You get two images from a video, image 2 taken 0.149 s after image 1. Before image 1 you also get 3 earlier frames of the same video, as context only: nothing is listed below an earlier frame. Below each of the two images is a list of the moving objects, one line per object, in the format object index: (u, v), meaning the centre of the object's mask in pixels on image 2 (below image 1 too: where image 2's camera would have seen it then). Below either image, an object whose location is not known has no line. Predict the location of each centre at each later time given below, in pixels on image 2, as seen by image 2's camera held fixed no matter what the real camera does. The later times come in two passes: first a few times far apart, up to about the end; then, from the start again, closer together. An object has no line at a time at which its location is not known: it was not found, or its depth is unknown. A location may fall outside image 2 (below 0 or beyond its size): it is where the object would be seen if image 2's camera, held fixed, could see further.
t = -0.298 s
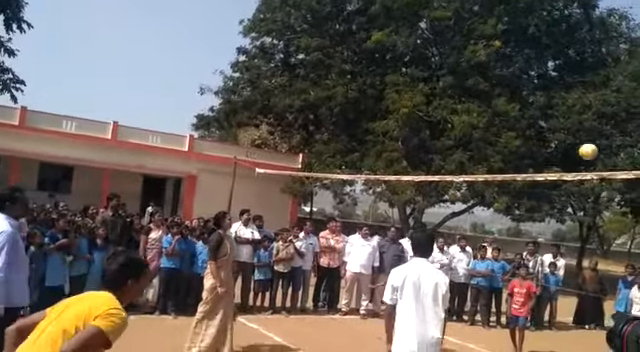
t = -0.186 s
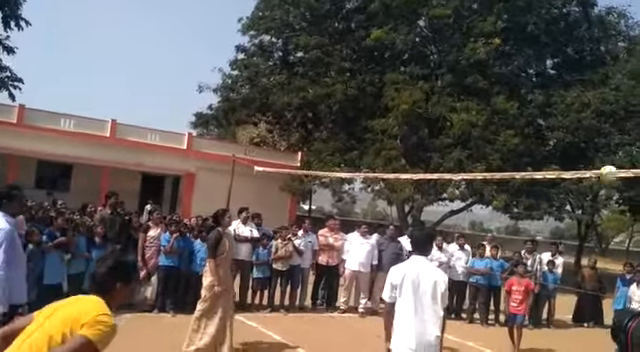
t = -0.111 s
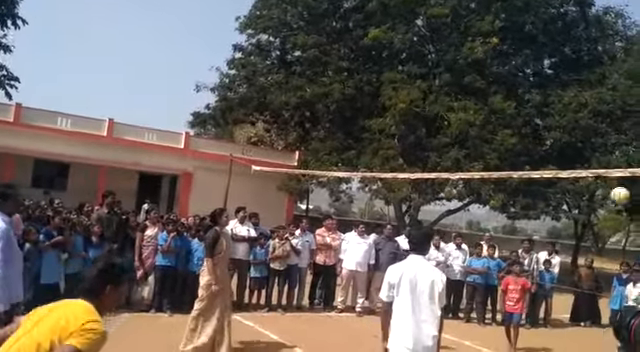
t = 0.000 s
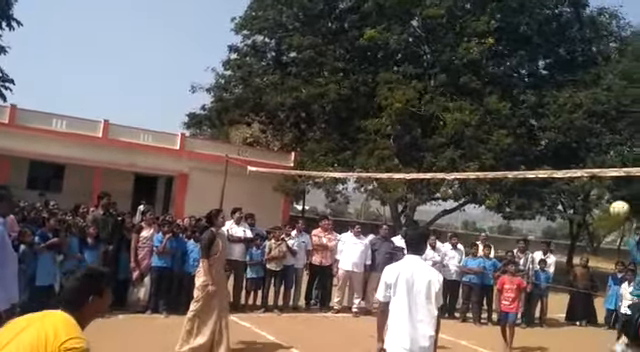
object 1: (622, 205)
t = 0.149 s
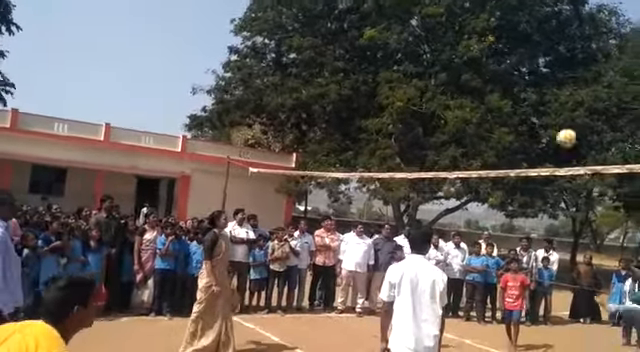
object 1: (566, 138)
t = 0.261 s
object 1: (521, 95)
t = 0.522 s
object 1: (402, 30)
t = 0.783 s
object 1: (266, 23)
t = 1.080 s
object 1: (86, 100)
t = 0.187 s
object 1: (551, 122)
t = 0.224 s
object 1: (537, 108)
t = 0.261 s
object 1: (521, 95)
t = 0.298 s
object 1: (505, 82)
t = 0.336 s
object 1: (489, 71)
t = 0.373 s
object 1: (473, 61)
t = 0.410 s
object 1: (456, 52)
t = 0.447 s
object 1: (439, 44)
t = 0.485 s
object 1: (421, 37)
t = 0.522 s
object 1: (402, 30)
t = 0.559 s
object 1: (383, 26)
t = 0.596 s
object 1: (365, 22)
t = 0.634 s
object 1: (346, 21)
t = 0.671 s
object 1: (327, 20)
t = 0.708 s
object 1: (308, 21)
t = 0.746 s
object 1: (287, 21)
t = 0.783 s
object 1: (266, 23)
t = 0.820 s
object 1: (244, 28)
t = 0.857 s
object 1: (225, 37)
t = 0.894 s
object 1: (205, 42)
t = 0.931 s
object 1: (183, 51)
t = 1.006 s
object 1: (137, 72)
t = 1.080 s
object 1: (86, 100)
